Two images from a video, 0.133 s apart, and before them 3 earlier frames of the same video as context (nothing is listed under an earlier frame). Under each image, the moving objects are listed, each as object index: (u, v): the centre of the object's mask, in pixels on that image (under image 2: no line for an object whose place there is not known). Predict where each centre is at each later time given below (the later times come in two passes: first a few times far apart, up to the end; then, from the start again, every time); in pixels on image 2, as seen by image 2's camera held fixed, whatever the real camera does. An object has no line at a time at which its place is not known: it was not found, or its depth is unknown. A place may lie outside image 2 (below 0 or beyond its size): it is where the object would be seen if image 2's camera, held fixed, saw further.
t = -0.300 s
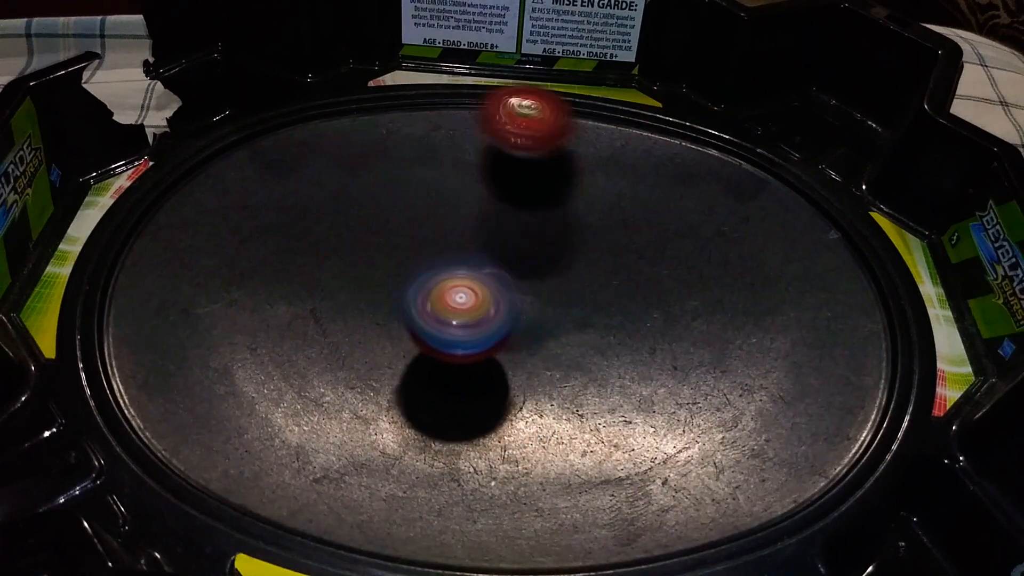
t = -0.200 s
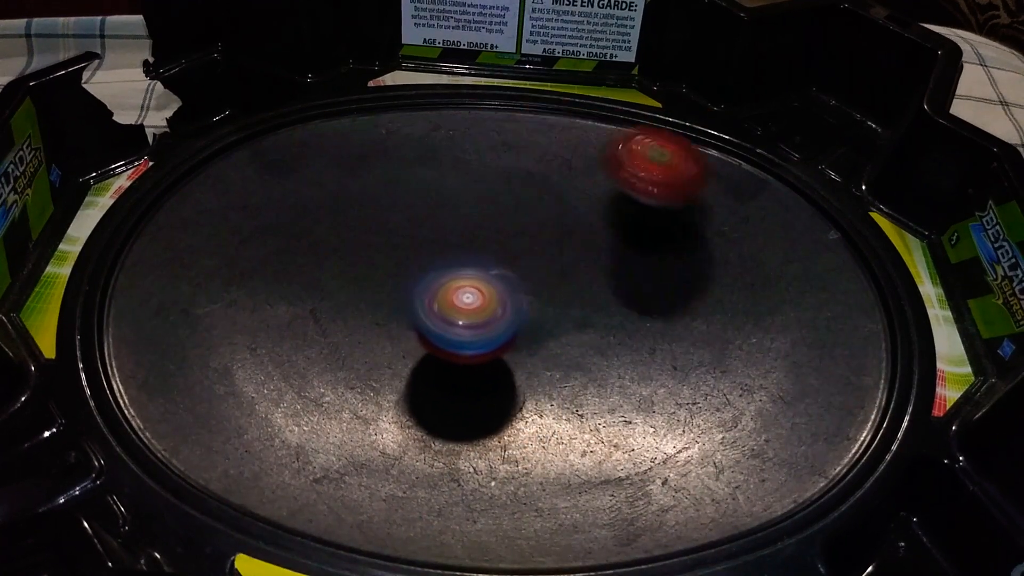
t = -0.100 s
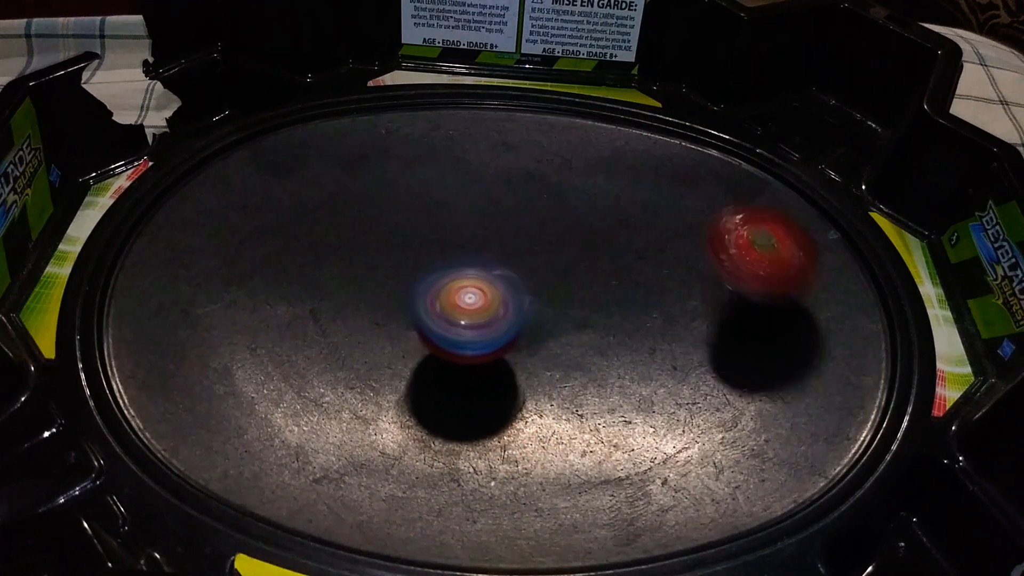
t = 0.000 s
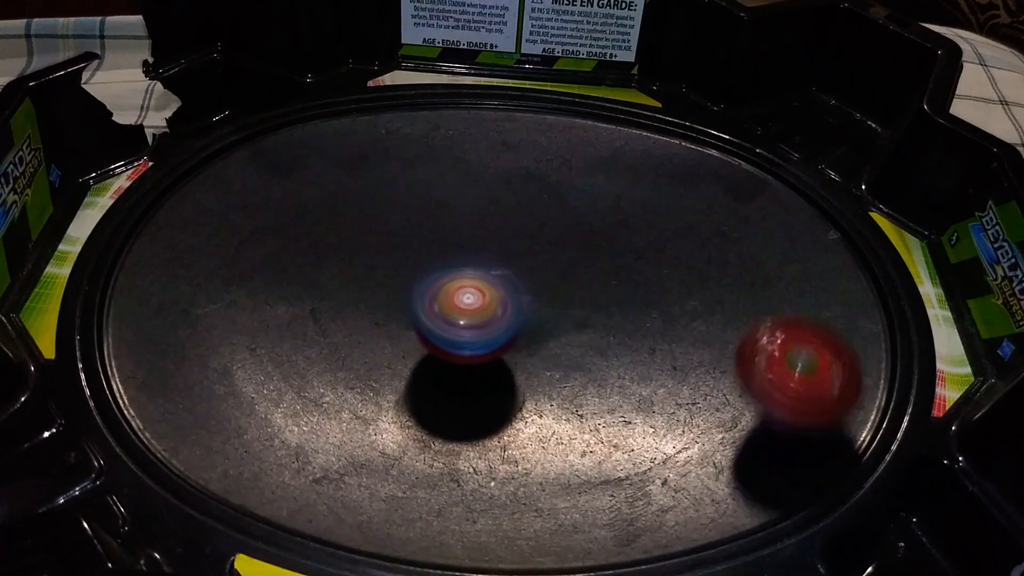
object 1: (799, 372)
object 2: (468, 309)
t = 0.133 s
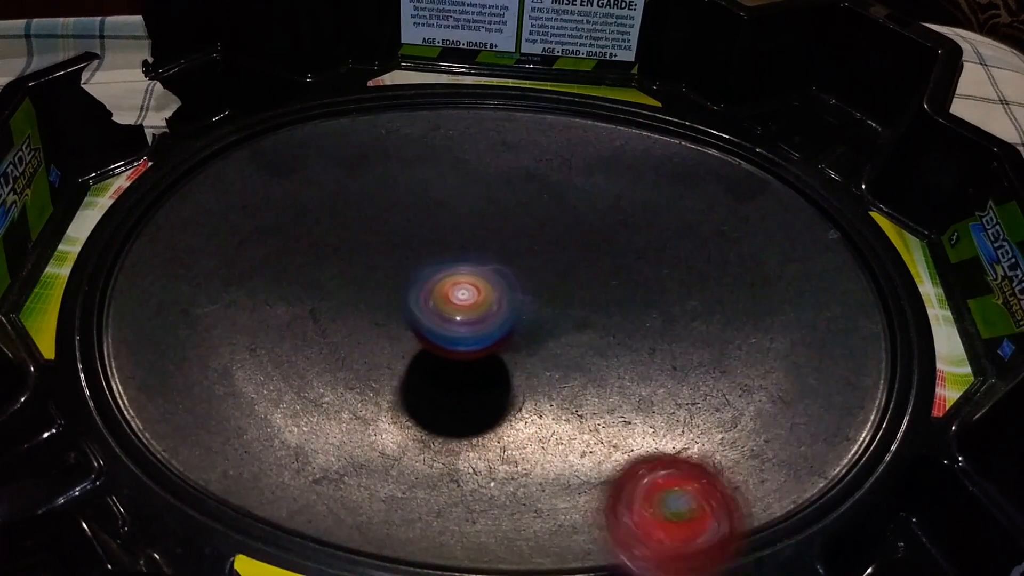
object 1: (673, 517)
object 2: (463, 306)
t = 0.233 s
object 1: (464, 513)
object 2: (463, 307)
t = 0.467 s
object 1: (190, 323)
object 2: (462, 306)
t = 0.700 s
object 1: (372, 155)
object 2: (462, 308)
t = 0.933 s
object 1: (670, 193)
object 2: (463, 307)
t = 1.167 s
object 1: (783, 425)
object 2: (463, 307)
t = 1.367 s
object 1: (467, 519)
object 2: (463, 306)
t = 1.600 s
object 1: (216, 325)
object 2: (463, 306)
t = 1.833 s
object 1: (366, 149)
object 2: (463, 306)
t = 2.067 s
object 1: (646, 164)
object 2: (464, 307)
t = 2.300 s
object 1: (776, 370)
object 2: (464, 306)
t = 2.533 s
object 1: (462, 501)
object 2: (464, 307)
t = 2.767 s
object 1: (193, 335)
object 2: (464, 307)
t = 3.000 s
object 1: (314, 158)
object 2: (464, 306)
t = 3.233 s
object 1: (582, 164)
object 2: (463, 307)
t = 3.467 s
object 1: (750, 342)
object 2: (464, 306)
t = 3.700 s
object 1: (529, 515)
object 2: (464, 306)
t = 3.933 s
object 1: (223, 391)
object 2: (464, 308)
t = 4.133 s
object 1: (271, 219)
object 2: (456, 317)
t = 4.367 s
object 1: (515, 158)
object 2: (497, 330)
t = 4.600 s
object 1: (740, 260)
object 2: (512, 316)
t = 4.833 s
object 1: (670, 465)
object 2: (495, 322)
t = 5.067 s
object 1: (336, 435)
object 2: (493, 321)
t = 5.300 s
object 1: (268, 243)
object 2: (489, 319)
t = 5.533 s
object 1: (461, 149)
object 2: (475, 323)
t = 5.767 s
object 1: (681, 233)
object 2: (470, 317)
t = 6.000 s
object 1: (663, 431)
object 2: (463, 320)
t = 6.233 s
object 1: (356, 461)
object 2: (478, 318)
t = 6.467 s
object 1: (228, 289)
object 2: (474, 314)
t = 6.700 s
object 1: (401, 174)
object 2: (469, 319)
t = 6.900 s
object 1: (599, 200)
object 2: (473, 317)
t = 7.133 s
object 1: (725, 359)
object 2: (480, 321)
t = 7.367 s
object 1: (516, 481)
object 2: (488, 315)
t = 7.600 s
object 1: (288, 359)
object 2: (464, 318)
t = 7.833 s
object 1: (357, 201)
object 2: (486, 325)
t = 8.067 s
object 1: (568, 180)
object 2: (477, 310)
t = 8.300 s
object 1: (709, 312)
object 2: (459, 320)
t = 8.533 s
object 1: (545, 452)
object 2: (491, 323)
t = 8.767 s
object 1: (290, 380)
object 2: (470, 313)
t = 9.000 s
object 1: (308, 221)
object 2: (469, 329)
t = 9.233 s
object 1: (510, 186)
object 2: (490, 320)
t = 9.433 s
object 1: (663, 275)
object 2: (463, 309)
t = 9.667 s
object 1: (619, 439)
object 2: (456, 325)
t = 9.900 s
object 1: (362, 428)
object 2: (479, 324)
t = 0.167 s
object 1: (604, 522)
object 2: (462, 306)
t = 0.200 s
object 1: (532, 520)
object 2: (462, 306)
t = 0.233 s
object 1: (464, 513)
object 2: (463, 307)
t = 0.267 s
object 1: (397, 500)
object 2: (463, 307)
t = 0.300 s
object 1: (337, 483)
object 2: (463, 308)
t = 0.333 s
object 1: (284, 459)
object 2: (463, 308)
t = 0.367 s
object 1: (242, 429)
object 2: (463, 307)
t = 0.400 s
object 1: (213, 396)
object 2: (463, 307)
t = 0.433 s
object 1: (195, 359)
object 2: (463, 306)
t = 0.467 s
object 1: (190, 323)
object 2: (462, 306)
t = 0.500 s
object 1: (194, 288)
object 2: (462, 306)
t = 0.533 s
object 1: (208, 257)
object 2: (462, 306)
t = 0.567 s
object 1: (230, 228)
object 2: (463, 307)
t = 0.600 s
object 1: (259, 203)
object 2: (463, 307)
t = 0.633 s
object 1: (293, 183)
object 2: (463, 308)
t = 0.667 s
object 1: (331, 167)
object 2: (463, 308)
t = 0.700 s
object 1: (372, 155)
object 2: (462, 308)
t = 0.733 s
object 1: (415, 149)
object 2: (462, 307)
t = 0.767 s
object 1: (458, 146)
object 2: (463, 305)
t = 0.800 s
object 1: (501, 147)
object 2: (463, 305)
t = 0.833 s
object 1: (546, 153)
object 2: (464, 307)
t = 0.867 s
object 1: (588, 162)
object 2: (463, 307)
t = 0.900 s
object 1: (631, 175)
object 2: (463, 307)
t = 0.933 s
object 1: (670, 193)
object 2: (463, 307)
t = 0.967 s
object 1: (707, 216)
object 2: (463, 307)
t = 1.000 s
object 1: (741, 242)
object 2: (463, 306)
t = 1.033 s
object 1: (769, 272)
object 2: (463, 306)
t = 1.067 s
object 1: (789, 308)
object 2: (463, 306)
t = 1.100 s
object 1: (798, 346)
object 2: (464, 306)
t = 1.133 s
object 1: (797, 384)
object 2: (464, 307)
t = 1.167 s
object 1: (783, 425)
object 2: (463, 307)
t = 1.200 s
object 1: (756, 461)
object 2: (463, 307)
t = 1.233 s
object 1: (714, 492)
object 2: (462, 306)
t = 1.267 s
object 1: (661, 512)
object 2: (463, 306)
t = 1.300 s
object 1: (599, 520)
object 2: (463, 306)
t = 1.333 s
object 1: (533, 522)
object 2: (463, 306)
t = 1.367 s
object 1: (467, 519)
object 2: (463, 306)
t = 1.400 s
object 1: (405, 507)
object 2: (463, 307)
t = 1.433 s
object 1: (351, 487)
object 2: (463, 307)
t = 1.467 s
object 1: (304, 460)
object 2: (463, 307)
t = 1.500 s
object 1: (265, 430)
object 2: (463, 306)
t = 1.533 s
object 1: (238, 395)
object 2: (463, 306)
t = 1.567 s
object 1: (221, 360)
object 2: (463, 306)
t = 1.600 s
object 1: (216, 325)
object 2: (463, 306)
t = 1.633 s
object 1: (218, 291)
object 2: (463, 307)
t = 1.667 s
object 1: (230, 257)
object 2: (463, 306)
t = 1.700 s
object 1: (248, 229)
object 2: (463, 306)
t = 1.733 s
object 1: (270, 204)
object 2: (463, 306)
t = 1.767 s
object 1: (298, 181)
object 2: (463, 306)
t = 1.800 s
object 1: (330, 164)
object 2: (463, 307)
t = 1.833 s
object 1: (366, 149)
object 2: (463, 306)
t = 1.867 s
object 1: (405, 138)
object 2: (463, 306)
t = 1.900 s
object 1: (443, 132)
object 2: (464, 306)
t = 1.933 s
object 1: (484, 130)
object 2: (463, 306)
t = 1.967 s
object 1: (526, 133)
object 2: (464, 306)
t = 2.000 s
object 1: (566, 139)
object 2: (464, 307)
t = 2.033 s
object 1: (605, 149)
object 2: (464, 307)
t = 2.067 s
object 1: (646, 164)
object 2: (464, 307)
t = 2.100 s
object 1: (683, 182)
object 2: (464, 307)
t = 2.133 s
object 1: (715, 203)
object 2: (464, 307)
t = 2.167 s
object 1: (743, 230)
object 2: (464, 307)
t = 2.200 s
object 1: (766, 261)
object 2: (464, 307)
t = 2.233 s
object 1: (780, 295)
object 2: (464, 307)
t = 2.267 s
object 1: (784, 332)
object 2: (464, 307)
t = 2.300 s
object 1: (776, 370)
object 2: (464, 306)
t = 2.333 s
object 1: (757, 406)
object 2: (464, 306)
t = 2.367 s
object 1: (728, 439)
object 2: (464, 307)
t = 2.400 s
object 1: (686, 467)
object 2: (464, 307)
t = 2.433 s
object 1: (635, 488)
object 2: (464, 306)
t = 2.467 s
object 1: (580, 500)
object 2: (464, 307)
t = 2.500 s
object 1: (521, 505)
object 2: (464, 307)
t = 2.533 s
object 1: (462, 501)
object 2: (464, 307)
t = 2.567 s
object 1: (404, 491)
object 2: (464, 308)
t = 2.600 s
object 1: (349, 476)
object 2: (464, 307)
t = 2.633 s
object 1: (300, 454)
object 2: (464, 308)
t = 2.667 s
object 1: (258, 428)
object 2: (464, 307)
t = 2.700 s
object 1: (228, 399)
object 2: (464, 307)
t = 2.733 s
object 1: (206, 367)
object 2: (464, 307)
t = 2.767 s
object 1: (193, 335)
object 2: (464, 307)
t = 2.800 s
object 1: (189, 303)
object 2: (464, 307)
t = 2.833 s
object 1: (194, 272)
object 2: (464, 307)
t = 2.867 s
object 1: (206, 242)
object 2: (464, 307)
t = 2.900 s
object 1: (225, 215)
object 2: (464, 307)
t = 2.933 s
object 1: (250, 193)
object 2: (464, 307)
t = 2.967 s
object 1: (280, 174)
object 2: (464, 307)
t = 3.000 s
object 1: (314, 158)
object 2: (464, 306)
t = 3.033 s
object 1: (350, 147)
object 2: (464, 307)
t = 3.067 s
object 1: (387, 140)
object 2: (463, 307)
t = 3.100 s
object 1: (425, 137)
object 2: (463, 307)
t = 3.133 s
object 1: (465, 138)
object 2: (463, 307)
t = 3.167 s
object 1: (505, 143)
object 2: (464, 307)
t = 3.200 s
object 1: (545, 152)
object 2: (464, 308)
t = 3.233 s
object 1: (582, 164)
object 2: (463, 307)
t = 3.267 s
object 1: (619, 180)
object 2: (463, 307)
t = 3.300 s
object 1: (652, 198)
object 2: (464, 307)
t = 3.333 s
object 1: (683, 221)
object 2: (464, 307)
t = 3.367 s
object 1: (710, 246)
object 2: (464, 306)
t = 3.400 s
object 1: (730, 275)
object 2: (464, 307)
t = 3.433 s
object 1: (744, 307)
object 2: (464, 307)
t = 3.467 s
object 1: (750, 342)
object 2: (464, 306)
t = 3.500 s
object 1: (746, 377)
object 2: (464, 306)
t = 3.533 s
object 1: (732, 412)
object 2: (464, 307)
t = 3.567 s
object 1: (708, 445)
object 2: (464, 307)
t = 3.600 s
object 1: (671, 474)
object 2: (464, 307)
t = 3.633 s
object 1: (630, 495)
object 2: (464, 307)
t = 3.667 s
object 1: (581, 509)
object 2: (464, 307)
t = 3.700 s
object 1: (529, 515)
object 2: (464, 306)
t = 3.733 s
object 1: (473, 515)
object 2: (463, 306)
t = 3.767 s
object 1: (414, 508)
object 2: (464, 307)
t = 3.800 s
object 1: (362, 495)
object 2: (464, 307)
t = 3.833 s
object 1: (316, 476)
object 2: (464, 307)
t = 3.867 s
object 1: (274, 450)
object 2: (464, 307)
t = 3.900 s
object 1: (244, 421)
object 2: (463, 309)
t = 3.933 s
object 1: (223, 391)
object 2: (464, 308)
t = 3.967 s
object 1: (211, 359)
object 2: (463, 307)
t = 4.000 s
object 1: (209, 327)
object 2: (459, 307)
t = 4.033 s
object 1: (215, 296)
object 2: (455, 308)
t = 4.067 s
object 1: (227, 268)
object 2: (453, 311)
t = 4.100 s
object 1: (247, 242)
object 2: (454, 313)
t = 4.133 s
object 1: (271, 219)
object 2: (456, 317)
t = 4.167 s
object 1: (300, 200)
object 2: (461, 320)
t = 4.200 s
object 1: (333, 185)
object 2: (469, 328)
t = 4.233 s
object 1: (367, 173)
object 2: (476, 331)
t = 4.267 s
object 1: (403, 163)
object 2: (482, 330)
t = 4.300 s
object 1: (439, 158)
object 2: (487, 328)
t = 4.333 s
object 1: (476, 156)
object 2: (492, 330)
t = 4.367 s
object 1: (515, 158)
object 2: (497, 330)
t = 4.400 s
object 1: (550, 163)
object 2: (502, 328)
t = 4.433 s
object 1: (585, 171)
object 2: (507, 323)
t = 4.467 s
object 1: (621, 182)
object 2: (512, 324)
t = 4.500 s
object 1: (655, 196)
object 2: (514, 320)
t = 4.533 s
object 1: (687, 214)
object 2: (516, 318)
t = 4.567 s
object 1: (715, 236)
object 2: (515, 316)
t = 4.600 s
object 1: (740, 260)
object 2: (512, 316)
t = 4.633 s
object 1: (756, 288)
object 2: (506, 318)
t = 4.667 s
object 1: (767, 320)
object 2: (502, 320)
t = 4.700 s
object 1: (767, 353)
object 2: (497, 321)
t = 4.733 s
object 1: (758, 385)
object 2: (495, 321)
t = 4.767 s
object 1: (739, 415)
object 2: (494, 321)
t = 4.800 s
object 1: (709, 442)
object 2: (494, 321)
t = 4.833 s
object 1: (670, 465)
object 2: (495, 322)
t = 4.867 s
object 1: (624, 481)
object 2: (496, 321)
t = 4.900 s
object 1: (575, 488)
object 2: (497, 321)
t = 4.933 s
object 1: (523, 490)
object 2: (497, 320)
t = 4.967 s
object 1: (470, 484)
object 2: (497, 320)
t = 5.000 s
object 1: (422, 472)
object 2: (495, 321)
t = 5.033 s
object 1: (376, 456)
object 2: (495, 321)
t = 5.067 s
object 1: (336, 435)
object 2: (493, 321)
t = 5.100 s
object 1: (304, 410)
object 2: (493, 320)
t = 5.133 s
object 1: (279, 383)
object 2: (492, 320)
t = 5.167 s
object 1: (261, 354)
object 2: (492, 320)
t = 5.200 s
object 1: (253, 325)
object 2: (492, 321)
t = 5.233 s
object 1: (251, 296)
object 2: (492, 321)
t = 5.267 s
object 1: (256, 268)
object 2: (491, 321)
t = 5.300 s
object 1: (268, 243)
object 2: (489, 319)
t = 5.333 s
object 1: (285, 220)
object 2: (487, 318)
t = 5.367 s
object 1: (307, 199)
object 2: (484, 321)
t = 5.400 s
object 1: (332, 183)
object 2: (482, 322)
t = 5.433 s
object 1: (362, 168)
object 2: (480, 322)
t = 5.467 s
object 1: (393, 158)
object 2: (478, 322)
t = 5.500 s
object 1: (425, 152)
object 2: (477, 322)
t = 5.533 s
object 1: (461, 149)
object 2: (475, 323)
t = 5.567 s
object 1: (494, 151)
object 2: (474, 323)
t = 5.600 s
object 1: (530, 155)
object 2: (472, 319)
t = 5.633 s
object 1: (564, 164)
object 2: (472, 318)
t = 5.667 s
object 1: (599, 176)
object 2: (472, 319)
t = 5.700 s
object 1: (628, 191)
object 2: (471, 319)
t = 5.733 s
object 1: (658, 211)
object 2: (471, 318)
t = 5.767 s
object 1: (681, 233)
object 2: (470, 317)
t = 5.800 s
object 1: (701, 258)
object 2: (469, 317)
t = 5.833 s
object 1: (715, 286)
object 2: (467, 317)
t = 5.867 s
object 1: (721, 317)
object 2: (466, 317)
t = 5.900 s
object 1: (719, 348)
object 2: (464, 317)
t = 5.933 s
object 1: (709, 377)
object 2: (463, 319)
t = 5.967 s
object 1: (691, 405)
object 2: (463, 319)
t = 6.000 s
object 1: (663, 431)
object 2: (463, 320)
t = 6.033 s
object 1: (628, 452)
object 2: (465, 322)
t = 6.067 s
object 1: (587, 467)
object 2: (468, 322)
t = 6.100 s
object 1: (542, 478)
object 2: (470, 321)
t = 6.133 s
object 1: (494, 482)
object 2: (472, 320)
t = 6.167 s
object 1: (448, 480)
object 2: (474, 320)
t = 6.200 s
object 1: (399, 474)
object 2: (475, 320)
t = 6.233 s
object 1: (356, 461)
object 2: (478, 318)
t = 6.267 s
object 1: (315, 445)
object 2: (479, 317)
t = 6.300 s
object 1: (281, 423)
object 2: (479, 315)
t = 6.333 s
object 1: (254, 398)
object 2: (479, 314)
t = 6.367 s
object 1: (236, 372)
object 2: (479, 314)
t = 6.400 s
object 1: (226, 344)
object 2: (478, 315)
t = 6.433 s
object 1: (223, 315)
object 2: (477, 314)
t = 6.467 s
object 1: (228, 289)
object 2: (474, 314)
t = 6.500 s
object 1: (238, 263)
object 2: (472, 314)
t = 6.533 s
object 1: (257, 240)
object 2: (470, 314)
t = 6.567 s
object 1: (279, 220)
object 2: (469, 314)
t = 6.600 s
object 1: (308, 204)
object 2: (469, 315)
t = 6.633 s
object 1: (337, 191)
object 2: (468, 316)
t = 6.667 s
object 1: (369, 181)
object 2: (468, 317)
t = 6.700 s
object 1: (401, 174)
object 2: (469, 319)
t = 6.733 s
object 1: (434, 171)
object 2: (470, 320)
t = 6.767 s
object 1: (468, 171)
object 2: (471, 318)
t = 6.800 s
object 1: (501, 173)
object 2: (473, 318)
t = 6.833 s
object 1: (536, 179)
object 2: (474, 318)
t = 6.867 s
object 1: (569, 189)
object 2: (473, 318)
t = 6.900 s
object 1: (599, 200)
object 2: (473, 317)
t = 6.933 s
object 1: (629, 215)
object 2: (473, 317)
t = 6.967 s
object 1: (657, 233)
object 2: (473, 318)
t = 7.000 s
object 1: (682, 253)
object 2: (474, 319)
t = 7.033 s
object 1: (702, 276)
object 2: (474, 321)
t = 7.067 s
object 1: (718, 302)
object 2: (476, 321)
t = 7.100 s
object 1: (725, 330)
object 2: (479, 321)
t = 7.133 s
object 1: (725, 359)
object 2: (480, 321)
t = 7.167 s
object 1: (718, 386)
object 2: (483, 320)
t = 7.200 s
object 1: (701, 414)
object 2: (485, 319)
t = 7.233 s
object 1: (676, 435)
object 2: (486, 318)
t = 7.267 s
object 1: (642, 455)
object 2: (488, 316)
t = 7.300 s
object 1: (603, 471)
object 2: (489, 316)
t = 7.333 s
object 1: (560, 478)
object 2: (490, 315)
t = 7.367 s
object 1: (516, 481)
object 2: (488, 315)
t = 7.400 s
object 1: (470, 476)
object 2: (484, 314)
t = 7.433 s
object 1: (428, 466)
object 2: (481, 312)
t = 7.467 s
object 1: (389, 451)
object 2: (477, 313)
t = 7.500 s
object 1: (354, 432)
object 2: (473, 312)
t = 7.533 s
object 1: (324, 411)
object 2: (466, 313)
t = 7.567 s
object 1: (302, 386)
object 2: (465, 316)
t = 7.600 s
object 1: (288, 359)
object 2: (464, 318)
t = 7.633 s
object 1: (280, 332)
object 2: (465, 321)
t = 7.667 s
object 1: (280, 306)
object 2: (466, 323)
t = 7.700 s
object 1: (285, 280)
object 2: (468, 328)
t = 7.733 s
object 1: (298, 256)
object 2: (473, 328)
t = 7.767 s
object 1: (313, 235)
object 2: (477, 324)
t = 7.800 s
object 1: (334, 216)
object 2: (482, 326)
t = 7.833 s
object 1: (357, 201)
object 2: (486, 325)
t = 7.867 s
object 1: (384, 189)
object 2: (488, 322)
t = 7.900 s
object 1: (412, 178)
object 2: (492, 322)
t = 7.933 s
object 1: (443, 173)
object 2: (493, 318)
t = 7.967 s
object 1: (473, 170)
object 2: (493, 313)
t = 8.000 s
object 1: (505, 170)
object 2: (493, 312)
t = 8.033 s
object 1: (536, 174)
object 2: (487, 311)
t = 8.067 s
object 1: (568, 180)
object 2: (477, 310)
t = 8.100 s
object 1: (597, 190)
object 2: (470, 309)
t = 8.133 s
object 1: (626, 203)
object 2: (460, 310)
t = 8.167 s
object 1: (652, 221)
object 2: (459, 310)
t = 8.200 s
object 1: (674, 239)
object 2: (458, 312)
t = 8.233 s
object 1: (692, 262)
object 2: (456, 316)
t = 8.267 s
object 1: (704, 286)
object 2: (456, 318)
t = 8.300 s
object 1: (709, 312)
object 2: (459, 320)
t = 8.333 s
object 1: (708, 338)
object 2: (462, 323)
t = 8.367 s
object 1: (698, 365)
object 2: (469, 331)
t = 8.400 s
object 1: (682, 389)
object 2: (477, 332)
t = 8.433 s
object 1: (656, 413)
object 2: (481, 331)
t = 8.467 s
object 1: (626, 430)
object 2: (485, 329)
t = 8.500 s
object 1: (586, 444)
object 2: (488, 326)
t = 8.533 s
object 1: (545, 452)
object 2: (491, 323)
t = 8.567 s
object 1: (504, 455)
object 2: (492, 320)
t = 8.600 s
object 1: (461, 453)
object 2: (493, 319)
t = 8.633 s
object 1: (421, 447)
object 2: (492, 318)
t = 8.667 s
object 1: (382, 435)
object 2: (489, 316)
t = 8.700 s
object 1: (346, 419)
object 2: (482, 313)
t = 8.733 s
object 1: (316, 402)
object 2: (477, 313)
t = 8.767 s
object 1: (290, 380)
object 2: (470, 313)
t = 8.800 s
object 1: (275, 357)
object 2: (467, 313)
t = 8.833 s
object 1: (264, 331)
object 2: (464, 317)
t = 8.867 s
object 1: (260, 306)
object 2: (461, 318)
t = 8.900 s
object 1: (264, 281)
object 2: (461, 322)
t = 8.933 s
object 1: (272, 259)
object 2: (461, 322)
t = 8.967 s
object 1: (288, 238)
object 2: (464, 328)
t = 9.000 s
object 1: (308, 221)
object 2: (469, 329)
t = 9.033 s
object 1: (332, 206)
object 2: (473, 333)
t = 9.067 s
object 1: (358, 194)
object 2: (478, 334)
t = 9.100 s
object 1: (387, 186)
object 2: (481, 333)
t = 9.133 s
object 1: (417, 181)
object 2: (485, 331)
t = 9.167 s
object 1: (449, 180)
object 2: (487, 329)
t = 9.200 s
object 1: (480, 181)
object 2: (489, 322)
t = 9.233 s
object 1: (510, 186)
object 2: (490, 320)
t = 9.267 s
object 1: (540, 194)
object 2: (489, 318)
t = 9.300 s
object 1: (569, 205)
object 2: (487, 315)
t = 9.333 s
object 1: (597, 220)
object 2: (481, 312)
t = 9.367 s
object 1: (621, 235)
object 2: (477, 312)
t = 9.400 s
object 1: (644, 255)
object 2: (469, 309)
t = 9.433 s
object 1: (663, 275)
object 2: (463, 309)
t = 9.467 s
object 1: (677, 299)
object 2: (458, 309)
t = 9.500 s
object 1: (684, 323)
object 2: (457, 311)
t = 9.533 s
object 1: (685, 349)
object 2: (454, 312)
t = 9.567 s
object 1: (679, 374)
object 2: (454, 315)
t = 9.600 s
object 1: (665, 400)
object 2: (453, 317)
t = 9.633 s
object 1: (645, 419)
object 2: (455, 321)
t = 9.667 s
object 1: (619, 439)
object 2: (456, 325)
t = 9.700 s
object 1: (585, 451)
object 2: (458, 327)
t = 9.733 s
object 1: (546, 461)
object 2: (460, 329)
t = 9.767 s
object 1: (508, 464)
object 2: (464, 327)
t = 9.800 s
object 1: (468, 462)
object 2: (468, 329)
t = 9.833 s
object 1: (431, 455)
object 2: (475, 328)
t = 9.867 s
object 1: (396, 443)
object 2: (477, 327)
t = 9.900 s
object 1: (362, 428)
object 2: (479, 324)
